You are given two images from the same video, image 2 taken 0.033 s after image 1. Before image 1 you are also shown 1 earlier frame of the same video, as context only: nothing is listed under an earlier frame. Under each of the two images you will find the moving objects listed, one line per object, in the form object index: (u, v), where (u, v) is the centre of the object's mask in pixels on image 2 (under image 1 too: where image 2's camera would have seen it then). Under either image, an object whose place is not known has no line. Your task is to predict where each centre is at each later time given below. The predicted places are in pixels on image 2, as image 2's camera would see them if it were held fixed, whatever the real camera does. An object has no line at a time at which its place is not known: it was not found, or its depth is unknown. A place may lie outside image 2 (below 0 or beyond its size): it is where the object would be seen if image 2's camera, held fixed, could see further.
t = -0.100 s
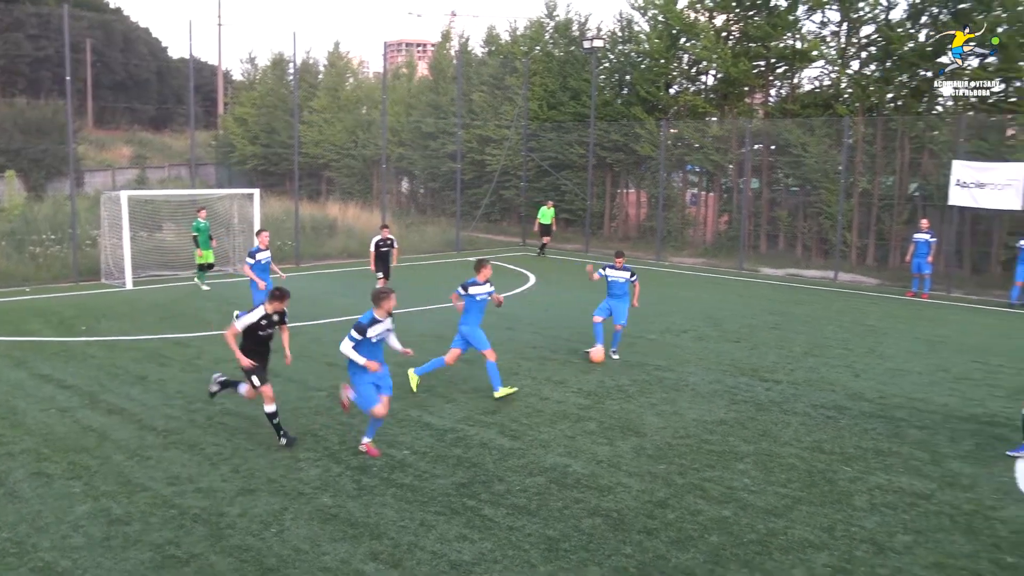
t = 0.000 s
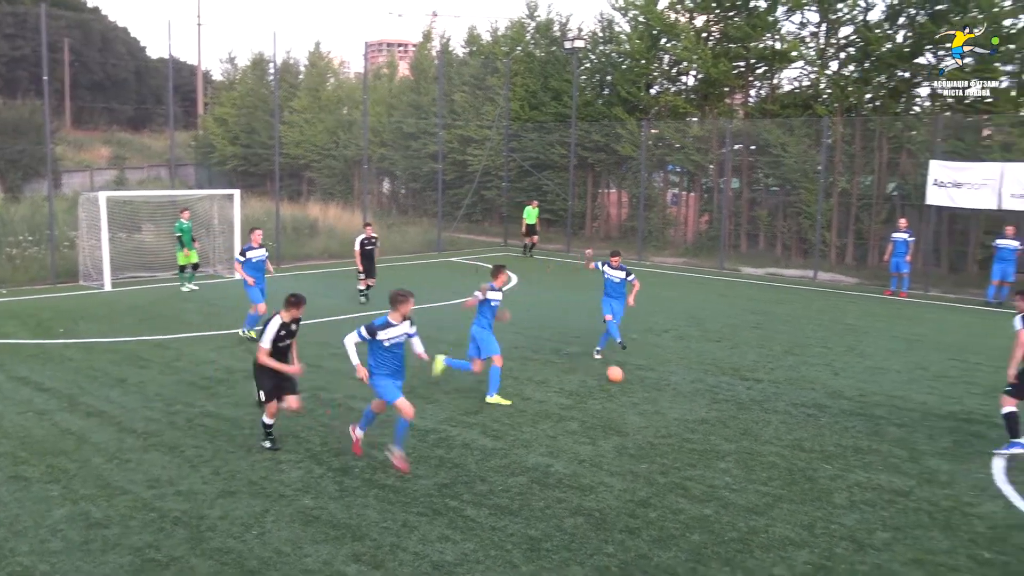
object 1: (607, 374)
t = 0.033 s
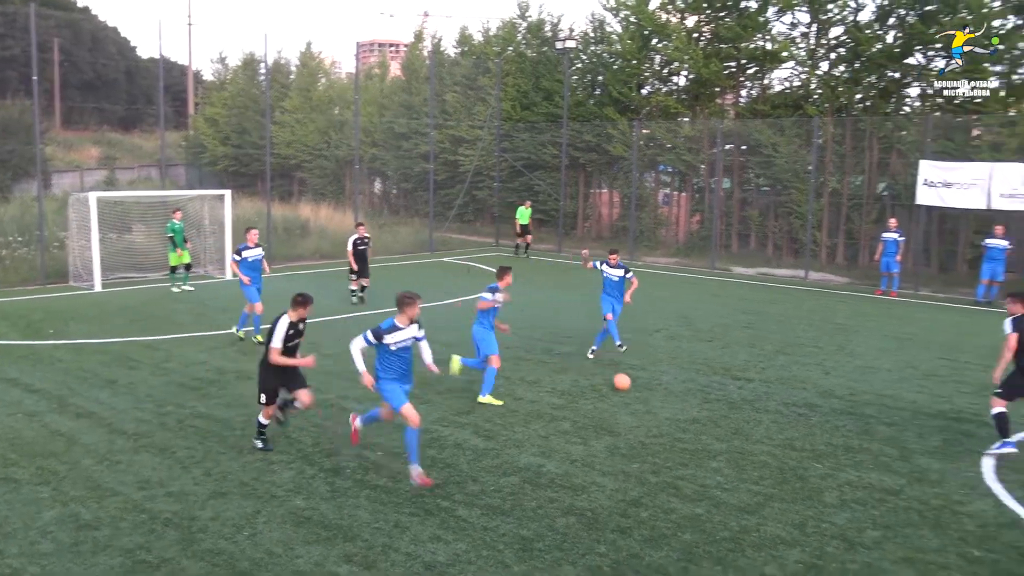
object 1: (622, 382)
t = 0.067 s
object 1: (629, 385)
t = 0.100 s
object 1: (646, 393)
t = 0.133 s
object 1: (662, 402)
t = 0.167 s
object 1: (671, 408)
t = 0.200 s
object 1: (689, 419)
